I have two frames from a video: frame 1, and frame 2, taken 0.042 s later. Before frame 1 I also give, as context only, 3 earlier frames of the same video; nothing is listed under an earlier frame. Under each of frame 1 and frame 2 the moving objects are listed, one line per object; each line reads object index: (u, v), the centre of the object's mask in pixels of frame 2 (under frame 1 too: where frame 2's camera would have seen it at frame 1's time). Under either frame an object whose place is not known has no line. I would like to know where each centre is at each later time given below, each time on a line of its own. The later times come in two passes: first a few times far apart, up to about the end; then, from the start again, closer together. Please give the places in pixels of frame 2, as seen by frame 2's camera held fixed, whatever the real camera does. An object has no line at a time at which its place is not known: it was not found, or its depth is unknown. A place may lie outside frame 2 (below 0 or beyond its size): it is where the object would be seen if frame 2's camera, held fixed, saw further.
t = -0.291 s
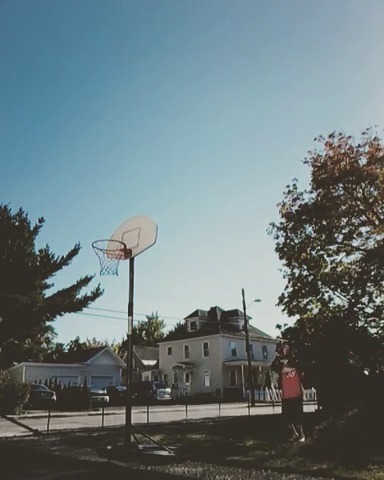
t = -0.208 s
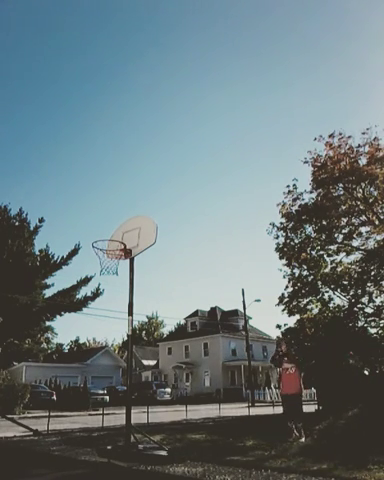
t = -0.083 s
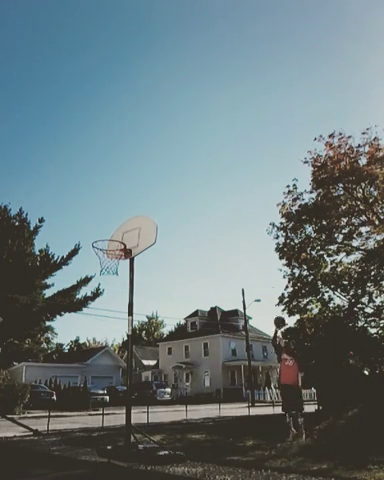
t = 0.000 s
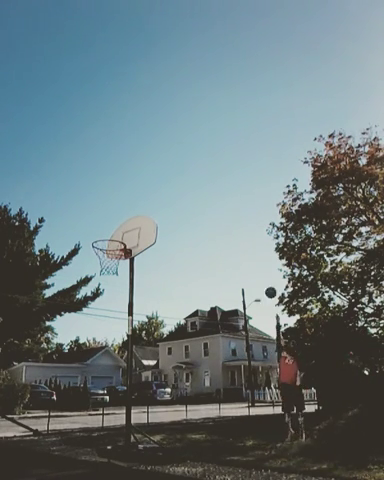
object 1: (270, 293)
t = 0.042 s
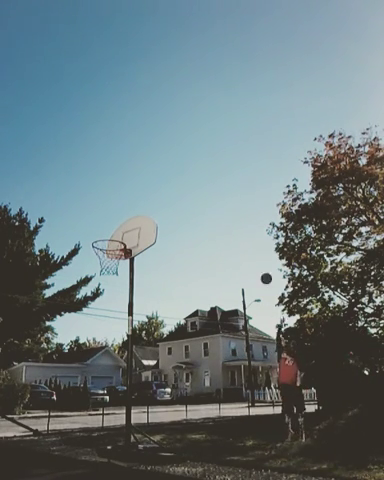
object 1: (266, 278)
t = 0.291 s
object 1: (240, 211)
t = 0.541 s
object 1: (215, 167)
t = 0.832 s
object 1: (185, 149)
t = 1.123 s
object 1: (151, 169)
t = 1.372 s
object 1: (115, 227)
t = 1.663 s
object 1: (79, 321)
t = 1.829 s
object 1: (58, 402)
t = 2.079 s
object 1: (60, 384)
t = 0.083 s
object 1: (261, 265)
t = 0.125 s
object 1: (257, 253)
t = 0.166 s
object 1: (252, 241)
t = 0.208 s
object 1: (248, 230)
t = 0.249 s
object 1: (244, 220)
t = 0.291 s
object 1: (240, 211)
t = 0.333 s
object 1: (236, 202)
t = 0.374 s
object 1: (231, 194)
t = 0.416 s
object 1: (227, 186)
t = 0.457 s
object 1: (223, 179)
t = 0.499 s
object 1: (219, 173)
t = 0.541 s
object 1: (215, 167)
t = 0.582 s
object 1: (211, 163)
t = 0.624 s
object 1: (206, 158)
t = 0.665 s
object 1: (202, 155)
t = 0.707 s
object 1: (198, 152)
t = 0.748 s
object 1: (193, 150)
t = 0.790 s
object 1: (189, 149)
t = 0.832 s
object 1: (185, 149)
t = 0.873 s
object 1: (180, 149)
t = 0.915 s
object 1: (175, 150)
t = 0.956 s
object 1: (171, 152)
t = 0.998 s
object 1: (166, 155)
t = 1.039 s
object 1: (161, 159)
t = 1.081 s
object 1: (156, 163)
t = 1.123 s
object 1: (151, 169)
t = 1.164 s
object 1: (145, 176)
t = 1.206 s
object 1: (140, 183)
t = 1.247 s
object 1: (134, 192)
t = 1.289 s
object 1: (128, 202)
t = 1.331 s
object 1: (122, 214)
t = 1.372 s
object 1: (115, 227)
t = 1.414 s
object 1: (108, 241)
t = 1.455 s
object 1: (100, 257)
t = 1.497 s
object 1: (95, 269)
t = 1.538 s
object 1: (92, 280)
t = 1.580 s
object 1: (88, 291)
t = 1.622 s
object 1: (84, 305)
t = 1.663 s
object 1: (79, 321)
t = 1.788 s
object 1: (63, 377)
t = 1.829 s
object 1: (58, 402)
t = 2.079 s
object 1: (60, 384)
